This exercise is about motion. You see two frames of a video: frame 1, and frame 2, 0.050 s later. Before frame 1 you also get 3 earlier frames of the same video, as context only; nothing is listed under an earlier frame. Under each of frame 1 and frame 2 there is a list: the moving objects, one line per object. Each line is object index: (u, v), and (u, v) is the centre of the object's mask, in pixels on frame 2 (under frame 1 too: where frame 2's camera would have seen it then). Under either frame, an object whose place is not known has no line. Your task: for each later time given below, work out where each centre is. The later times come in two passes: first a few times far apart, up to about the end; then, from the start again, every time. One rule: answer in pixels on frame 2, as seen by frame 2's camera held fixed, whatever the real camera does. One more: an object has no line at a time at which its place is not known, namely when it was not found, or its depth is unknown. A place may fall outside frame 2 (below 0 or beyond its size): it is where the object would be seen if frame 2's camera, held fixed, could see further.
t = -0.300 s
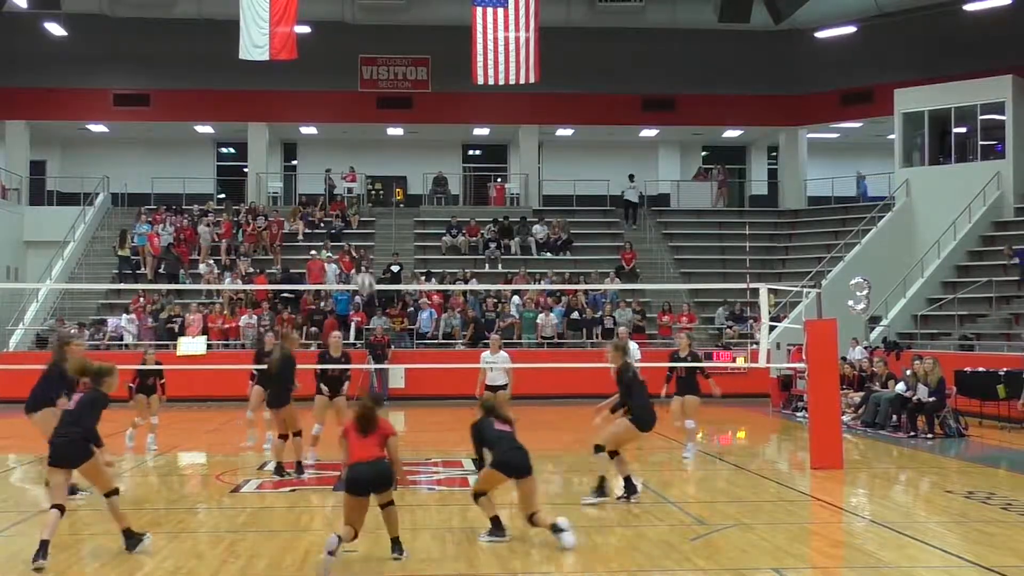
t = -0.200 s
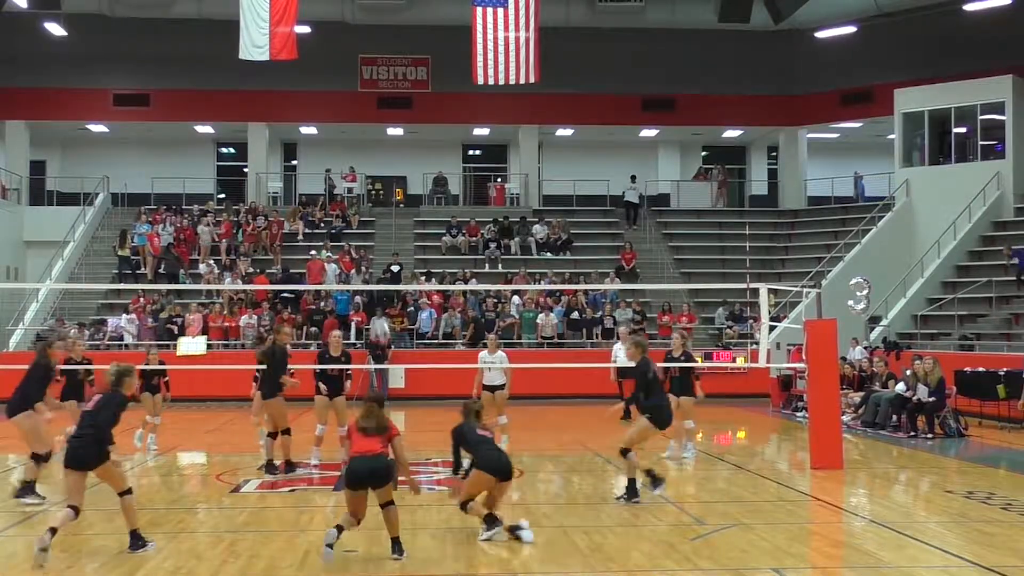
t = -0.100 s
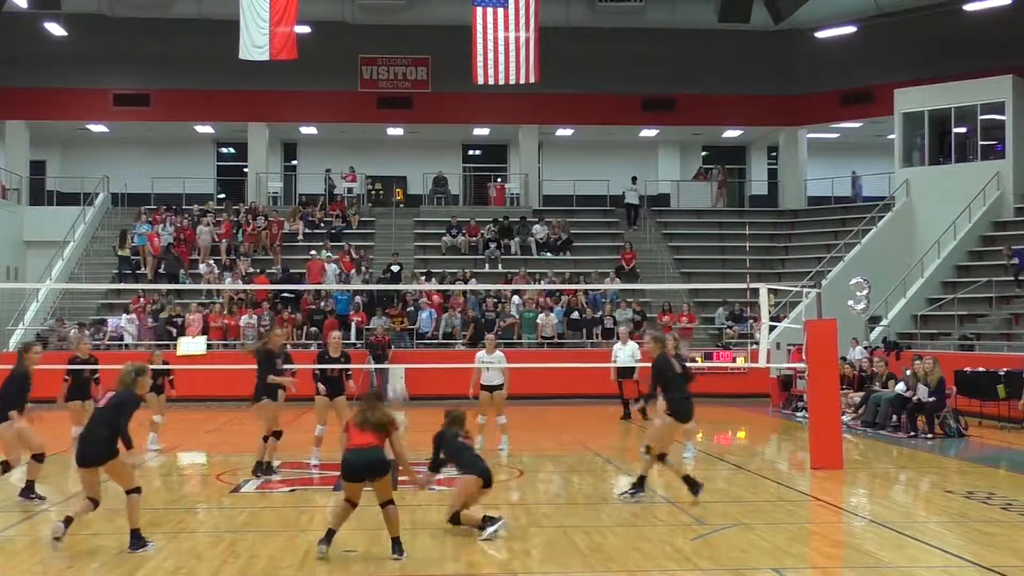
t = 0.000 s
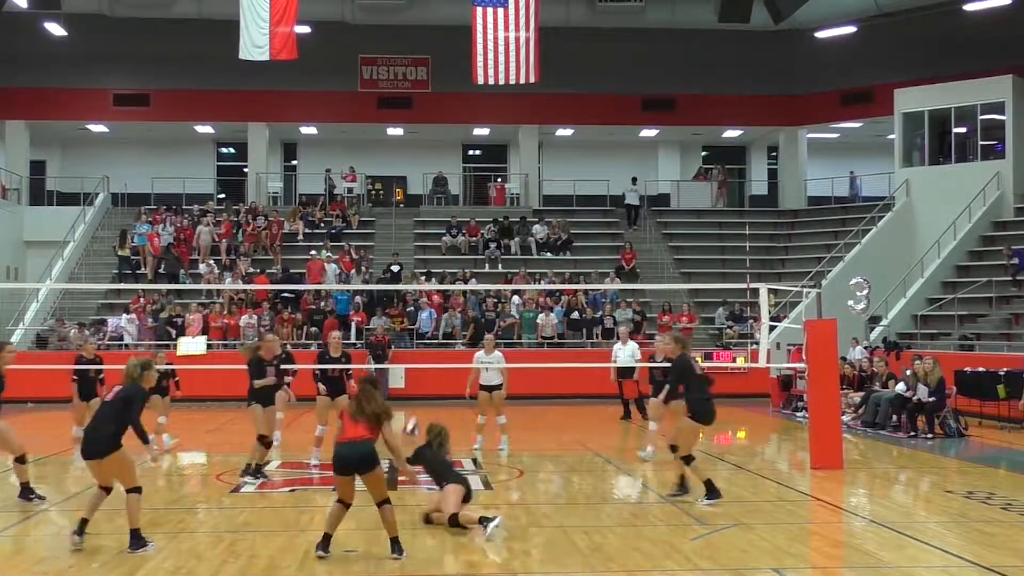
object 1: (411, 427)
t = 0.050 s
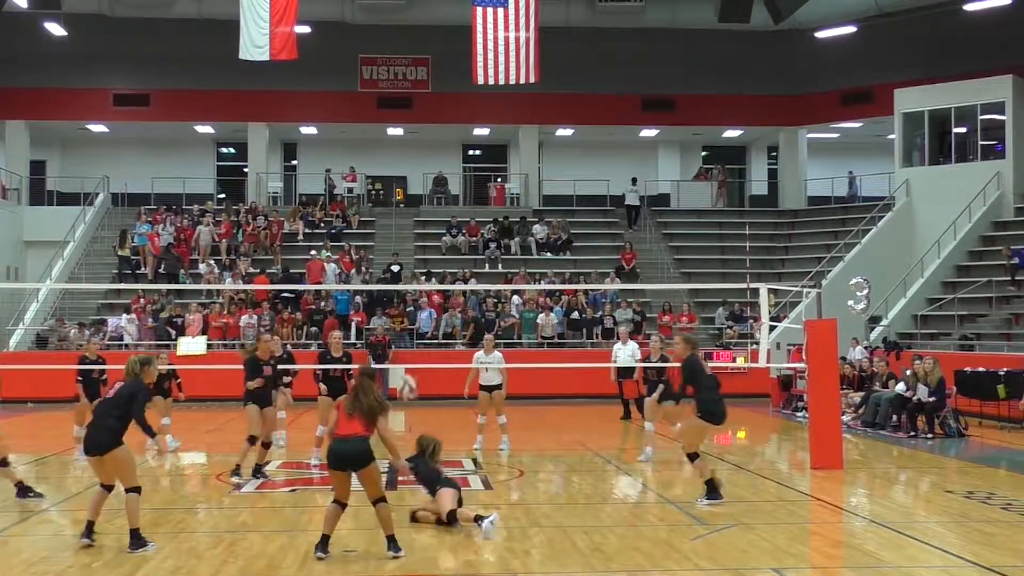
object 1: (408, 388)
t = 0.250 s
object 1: (400, 249)
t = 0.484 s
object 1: (395, 148)
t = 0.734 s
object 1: (389, 102)
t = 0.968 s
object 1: (385, 113)
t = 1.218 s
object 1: (381, 186)
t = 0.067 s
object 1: (407, 373)
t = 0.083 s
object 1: (406, 361)
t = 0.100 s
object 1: (404, 347)
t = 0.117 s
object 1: (403, 336)
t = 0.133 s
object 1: (404, 325)
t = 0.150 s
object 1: (403, 313)
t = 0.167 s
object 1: (401, 302)
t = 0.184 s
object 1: (402, 293)
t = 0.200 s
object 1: (401, 279)
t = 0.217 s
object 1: (400, 270)
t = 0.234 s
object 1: (400, 261)
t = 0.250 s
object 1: (400, 249)
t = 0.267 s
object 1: (399, 242)
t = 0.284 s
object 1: (399, 234)
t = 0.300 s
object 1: (399, 224)
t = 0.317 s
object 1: (398, 216)
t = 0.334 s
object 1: (397, 207)
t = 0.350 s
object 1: (397, 198)
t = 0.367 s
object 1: (397, 192)
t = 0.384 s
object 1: (397, 185)
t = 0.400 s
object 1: (396, 179)
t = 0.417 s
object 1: (396, 173)
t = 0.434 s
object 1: (395, 164)
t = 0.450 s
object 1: (395, 159)
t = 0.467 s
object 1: (394, 153)
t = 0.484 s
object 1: (395, 148)
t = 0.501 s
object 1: (393, 144)
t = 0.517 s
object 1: (393, 138)
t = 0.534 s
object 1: (394, 134)
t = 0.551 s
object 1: (393, 130)
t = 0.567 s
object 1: (393, 125)
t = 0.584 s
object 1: (392, 122)
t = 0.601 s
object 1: (391, 118)
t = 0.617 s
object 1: (391, 115)
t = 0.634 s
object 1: (391, 113)
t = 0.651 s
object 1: (391, 110)
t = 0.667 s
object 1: (391, 108)
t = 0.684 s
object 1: (390, 106)
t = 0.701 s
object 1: (390, 104)
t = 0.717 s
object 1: (390, 103)
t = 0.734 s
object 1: (389, 102)
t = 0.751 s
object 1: (389, 101)
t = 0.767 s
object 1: (388, 100)
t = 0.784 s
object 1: (388, 100)
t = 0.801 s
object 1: (388, 100)
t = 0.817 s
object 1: (388, 100)
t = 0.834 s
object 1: (387, 100)
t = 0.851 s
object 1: (387, 101)
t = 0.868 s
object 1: (387, 102)
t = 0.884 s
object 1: (386, 103)
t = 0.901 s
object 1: (386, 105)
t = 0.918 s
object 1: (386, 107)
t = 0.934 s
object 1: (386, 109)
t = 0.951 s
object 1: (385, 111)
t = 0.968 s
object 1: (385, 113)
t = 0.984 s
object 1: (385, 116)
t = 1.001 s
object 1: (384, 118)
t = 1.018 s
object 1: (384, 121)
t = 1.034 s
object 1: (383, 125)
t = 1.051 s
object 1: (383, 128)
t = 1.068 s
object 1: (382, 134)
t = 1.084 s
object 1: (382, 140)
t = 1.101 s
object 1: (382, 143)
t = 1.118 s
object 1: (382, 147)
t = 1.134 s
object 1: (383, 154)
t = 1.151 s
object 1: (382, 158)
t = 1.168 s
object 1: (381, 165)
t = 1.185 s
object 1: (382, 173)
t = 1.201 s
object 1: (381, 179)
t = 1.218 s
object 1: (381, 186)
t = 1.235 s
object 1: (380, 193)
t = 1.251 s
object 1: (380, 200)
